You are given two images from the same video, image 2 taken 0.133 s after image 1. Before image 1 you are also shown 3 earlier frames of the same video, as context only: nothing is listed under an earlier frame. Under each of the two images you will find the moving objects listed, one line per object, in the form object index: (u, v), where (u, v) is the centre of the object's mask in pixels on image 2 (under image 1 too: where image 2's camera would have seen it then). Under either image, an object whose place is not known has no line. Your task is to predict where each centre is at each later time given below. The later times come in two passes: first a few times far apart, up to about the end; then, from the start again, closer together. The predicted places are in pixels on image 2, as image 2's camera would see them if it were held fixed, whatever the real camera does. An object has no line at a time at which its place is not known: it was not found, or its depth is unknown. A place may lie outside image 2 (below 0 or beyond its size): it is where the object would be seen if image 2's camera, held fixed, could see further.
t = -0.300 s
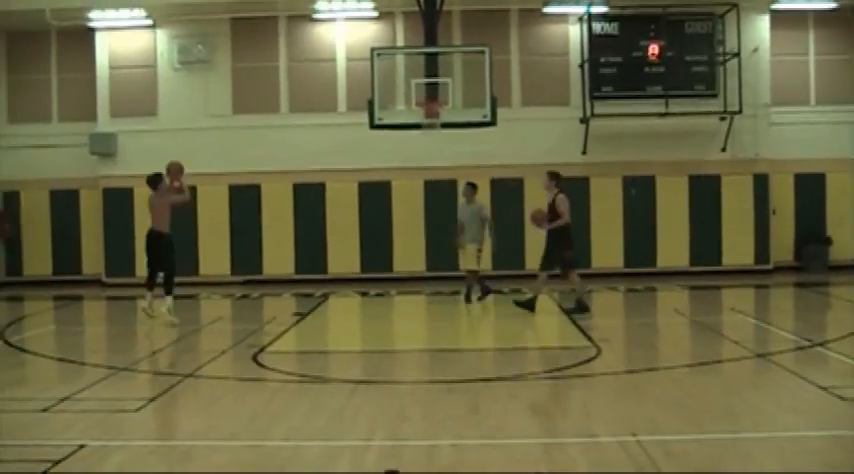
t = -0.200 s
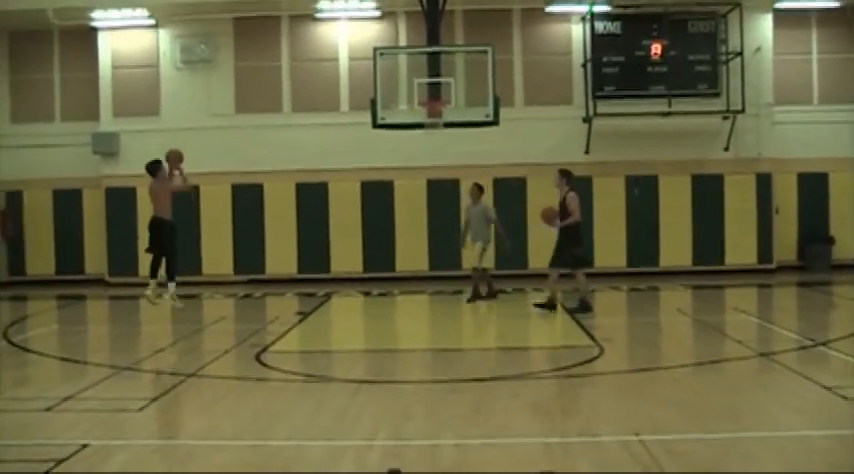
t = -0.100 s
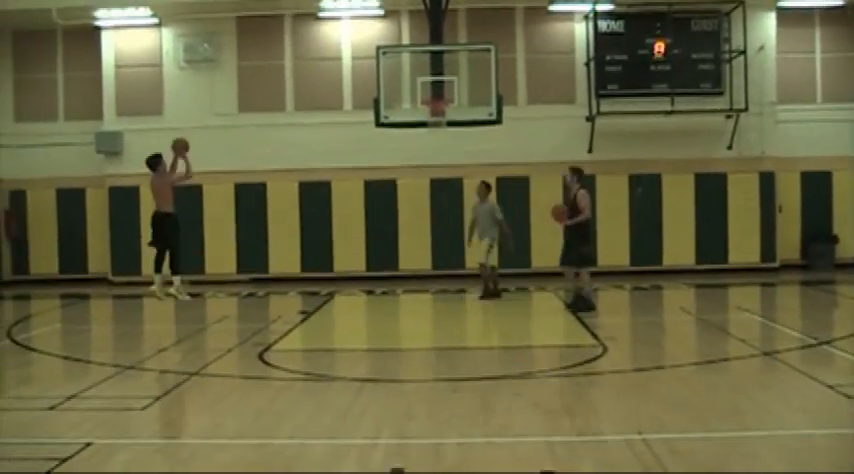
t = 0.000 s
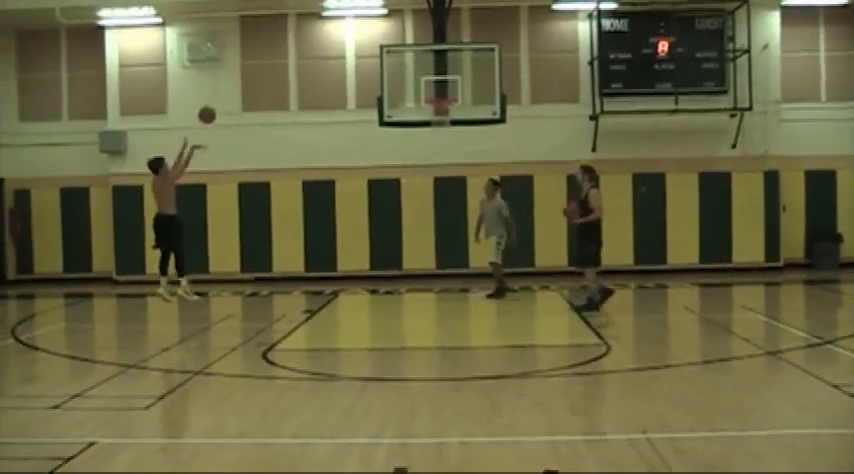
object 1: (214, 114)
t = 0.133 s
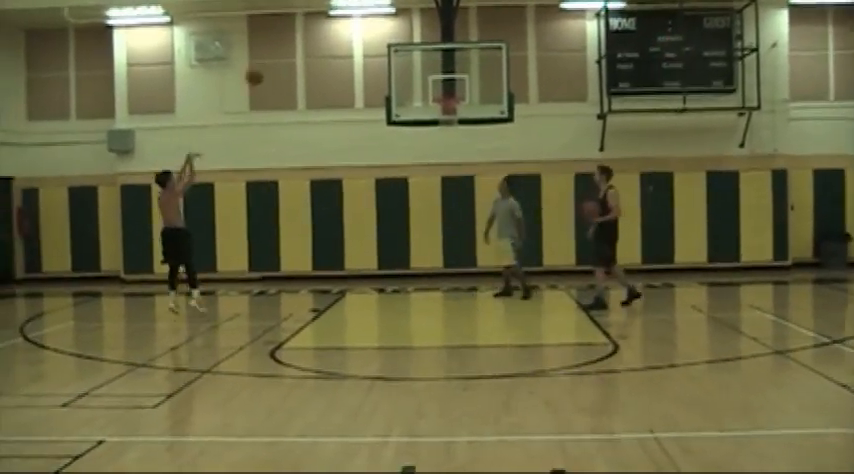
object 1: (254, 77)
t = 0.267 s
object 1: (292, 54)
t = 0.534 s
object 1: (366, 44)
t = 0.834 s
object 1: (439, 89)
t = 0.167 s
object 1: (263, 70)
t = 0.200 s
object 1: (273, 64)
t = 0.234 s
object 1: (283, 57)
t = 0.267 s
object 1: (292, 54)
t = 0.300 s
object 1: (301, 50)
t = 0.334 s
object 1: (311, 46)
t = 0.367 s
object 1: (320, 44)
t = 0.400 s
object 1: (329, 42)
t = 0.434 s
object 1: (338, 41)
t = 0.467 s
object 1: (347, 42)
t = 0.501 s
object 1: (356, 42)
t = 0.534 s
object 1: (366, 44)
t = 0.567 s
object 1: (374, 46)
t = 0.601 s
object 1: (382, 49)
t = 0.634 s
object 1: (391, 53)
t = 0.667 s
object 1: (399, 56)
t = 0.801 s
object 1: (433, 82)
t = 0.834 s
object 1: (439, 89)
